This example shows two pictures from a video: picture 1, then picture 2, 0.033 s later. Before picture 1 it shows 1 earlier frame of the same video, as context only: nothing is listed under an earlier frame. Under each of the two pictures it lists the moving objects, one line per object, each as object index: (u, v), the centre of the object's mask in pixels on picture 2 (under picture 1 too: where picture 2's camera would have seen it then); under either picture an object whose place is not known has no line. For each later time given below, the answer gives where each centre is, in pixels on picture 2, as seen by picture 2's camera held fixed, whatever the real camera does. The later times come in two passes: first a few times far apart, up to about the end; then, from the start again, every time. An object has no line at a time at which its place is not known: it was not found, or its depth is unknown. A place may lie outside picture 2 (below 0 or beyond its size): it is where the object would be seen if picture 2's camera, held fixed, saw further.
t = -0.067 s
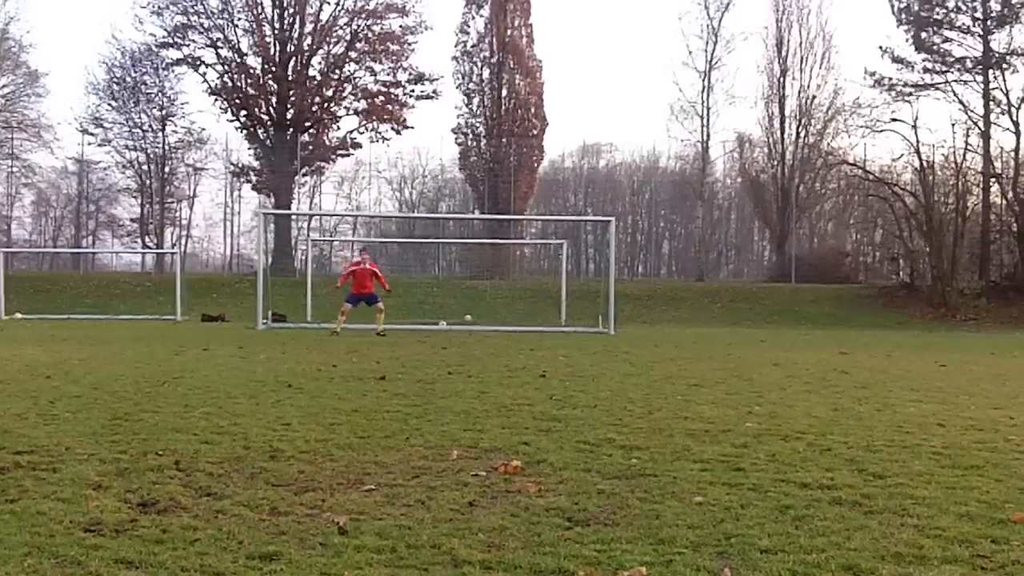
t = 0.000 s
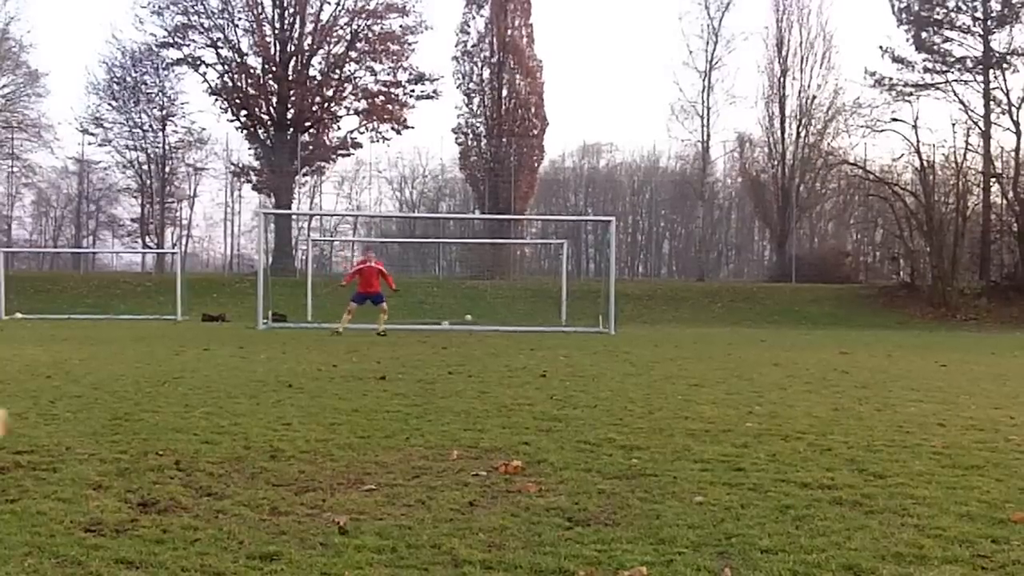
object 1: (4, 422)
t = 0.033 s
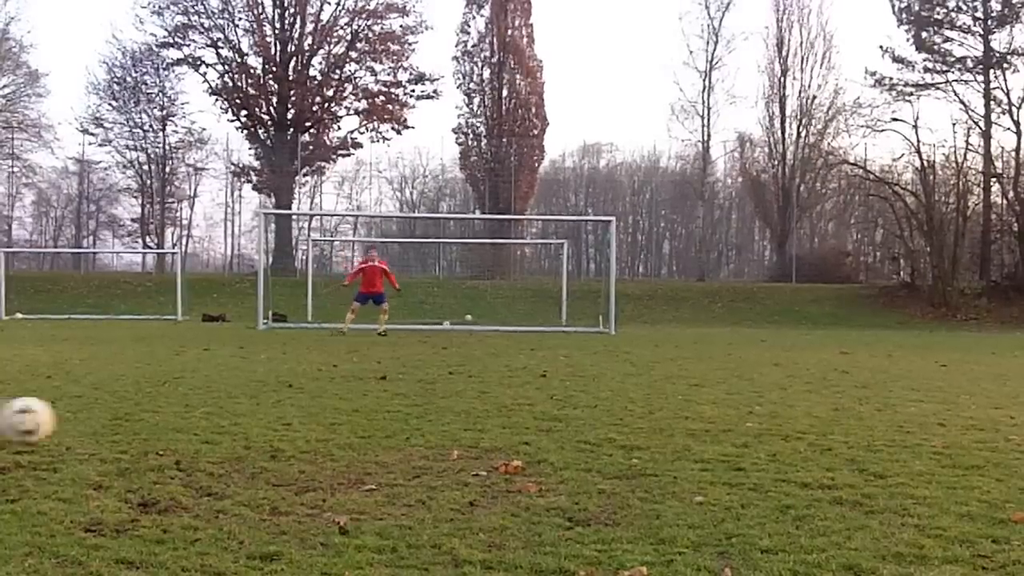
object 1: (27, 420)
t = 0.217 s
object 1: (252, 414)
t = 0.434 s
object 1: (451, 408)
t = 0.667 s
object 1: (605, 406)
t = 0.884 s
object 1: (735, 401)
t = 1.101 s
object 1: (851, 402)
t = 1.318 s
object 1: (957, 408)
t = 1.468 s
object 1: (1015, 401)
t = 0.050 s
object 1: (49, 417)
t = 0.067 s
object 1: (70, 416)
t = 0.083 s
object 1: (91, 414)
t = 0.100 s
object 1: (112, 413)
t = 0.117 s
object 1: (133, 413)
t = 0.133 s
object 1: (155, 413)
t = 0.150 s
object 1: (177, 414)
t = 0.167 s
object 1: (197, 415)
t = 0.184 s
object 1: (217, 415)
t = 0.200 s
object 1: (235, 415)
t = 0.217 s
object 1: (252, 414)
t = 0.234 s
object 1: (270, 412)
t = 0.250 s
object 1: (287, 411)
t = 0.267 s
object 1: (304, 411)
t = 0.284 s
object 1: (321, 410)
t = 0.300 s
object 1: (337, 411)
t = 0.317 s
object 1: (354, 412)
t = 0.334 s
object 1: (369, 412)
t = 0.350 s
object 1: (382, 412)
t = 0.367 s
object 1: (397, 410)
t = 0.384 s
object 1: (411, 410)
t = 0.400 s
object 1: (424, 409)
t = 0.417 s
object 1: (438, 408)
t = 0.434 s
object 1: (451, 408)
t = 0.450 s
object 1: (463, 408)
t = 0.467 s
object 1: (475, 408)
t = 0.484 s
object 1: (486, 407)
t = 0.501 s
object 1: (498, 407)
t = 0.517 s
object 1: (510, 407)
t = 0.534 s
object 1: (520, 408)
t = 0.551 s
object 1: (532, 406)
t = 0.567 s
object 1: (543, 406)
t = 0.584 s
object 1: (554, 405)
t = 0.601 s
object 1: (564, 405)
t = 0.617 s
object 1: (575, 405)
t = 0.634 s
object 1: (584, 405)
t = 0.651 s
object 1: (596, 405)
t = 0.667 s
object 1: (605, 406)
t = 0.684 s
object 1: (617, 404)
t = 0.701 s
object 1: (627, 403)
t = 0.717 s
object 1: (637, 402)
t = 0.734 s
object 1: (648, 400)
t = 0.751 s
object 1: (658, 399)
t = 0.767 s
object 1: (668, 400)
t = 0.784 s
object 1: (677, 401)
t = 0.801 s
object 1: (687, 402)
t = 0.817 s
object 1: (697, 404)
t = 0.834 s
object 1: (707, 405)
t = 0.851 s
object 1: (716, 405)
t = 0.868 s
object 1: (725, 403)
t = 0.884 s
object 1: (735, 401)
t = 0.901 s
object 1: (744, 399)
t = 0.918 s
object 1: (753, 398)
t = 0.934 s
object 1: (762, 397)
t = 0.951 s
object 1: (771, 396)
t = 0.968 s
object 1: (779, 396)
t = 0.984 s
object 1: (789, 396)
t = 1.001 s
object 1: (798, 397)
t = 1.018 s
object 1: (808, 400)
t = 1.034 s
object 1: (815, 402)
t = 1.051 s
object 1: (825, 403)
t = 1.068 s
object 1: (834, 406)
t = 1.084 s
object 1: (843, 404)
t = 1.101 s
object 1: (851, 402)
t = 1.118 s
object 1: (860, 399)
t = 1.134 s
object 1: (869, 397)
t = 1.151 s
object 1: (876, 396)
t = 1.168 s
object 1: (884, 395)
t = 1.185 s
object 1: (892, 394)
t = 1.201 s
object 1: (902, 396)
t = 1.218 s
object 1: (909, 396)
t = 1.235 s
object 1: (917, 397)
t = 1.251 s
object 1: (925, 399)
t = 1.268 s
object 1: (934, 401)
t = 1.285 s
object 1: (942, 403)
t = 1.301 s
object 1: (950, 407)
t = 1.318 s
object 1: (957, 408)
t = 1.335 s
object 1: (965, 405)
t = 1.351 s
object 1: (972, 404)
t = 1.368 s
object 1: (980, 402)
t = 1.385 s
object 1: (987, 400)
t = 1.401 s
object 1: (993, 400)
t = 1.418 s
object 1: (1001, 400)
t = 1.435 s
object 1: (1008, 400)
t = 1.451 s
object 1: (1011, 401)
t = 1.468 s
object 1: (1015, 401)
